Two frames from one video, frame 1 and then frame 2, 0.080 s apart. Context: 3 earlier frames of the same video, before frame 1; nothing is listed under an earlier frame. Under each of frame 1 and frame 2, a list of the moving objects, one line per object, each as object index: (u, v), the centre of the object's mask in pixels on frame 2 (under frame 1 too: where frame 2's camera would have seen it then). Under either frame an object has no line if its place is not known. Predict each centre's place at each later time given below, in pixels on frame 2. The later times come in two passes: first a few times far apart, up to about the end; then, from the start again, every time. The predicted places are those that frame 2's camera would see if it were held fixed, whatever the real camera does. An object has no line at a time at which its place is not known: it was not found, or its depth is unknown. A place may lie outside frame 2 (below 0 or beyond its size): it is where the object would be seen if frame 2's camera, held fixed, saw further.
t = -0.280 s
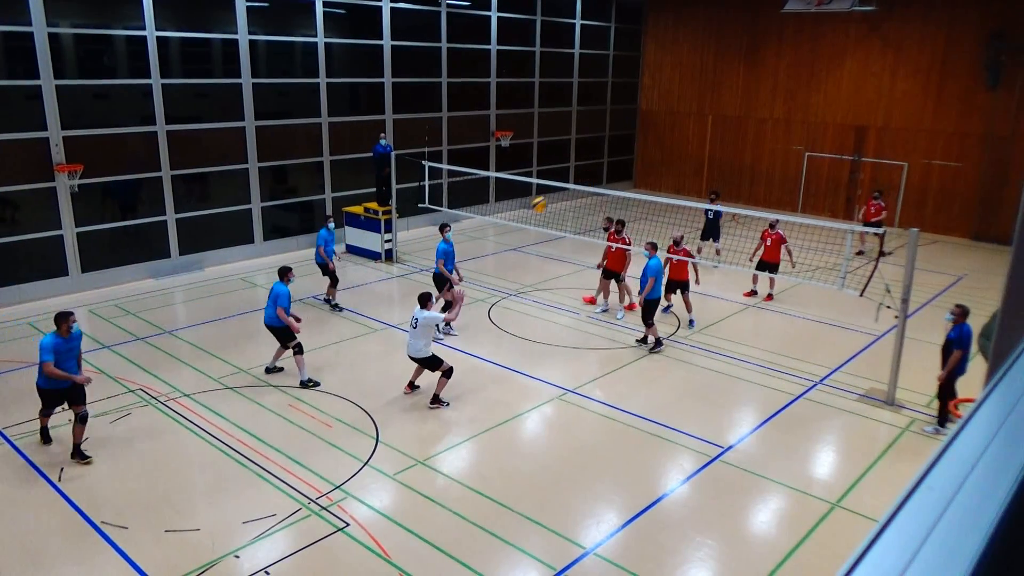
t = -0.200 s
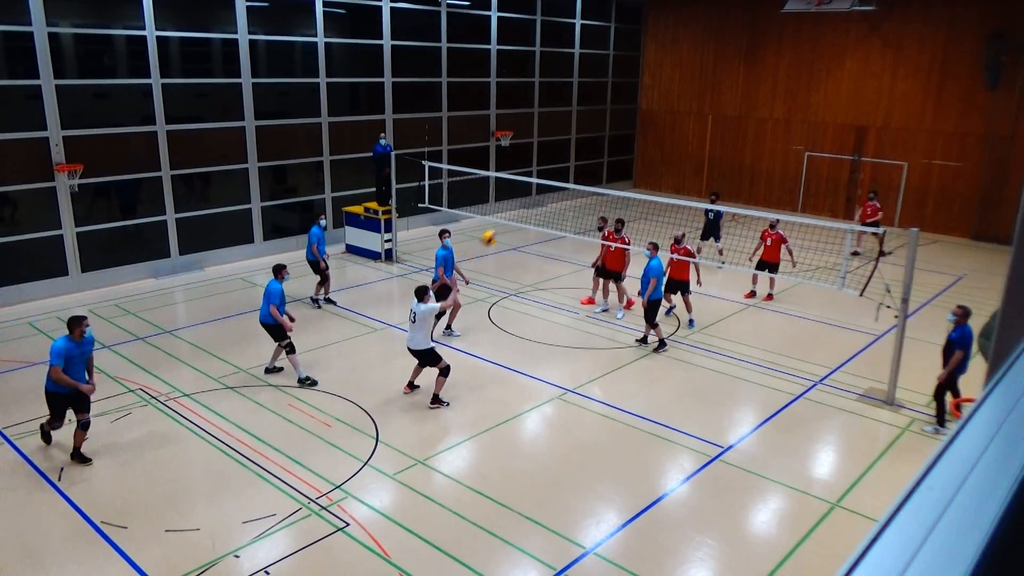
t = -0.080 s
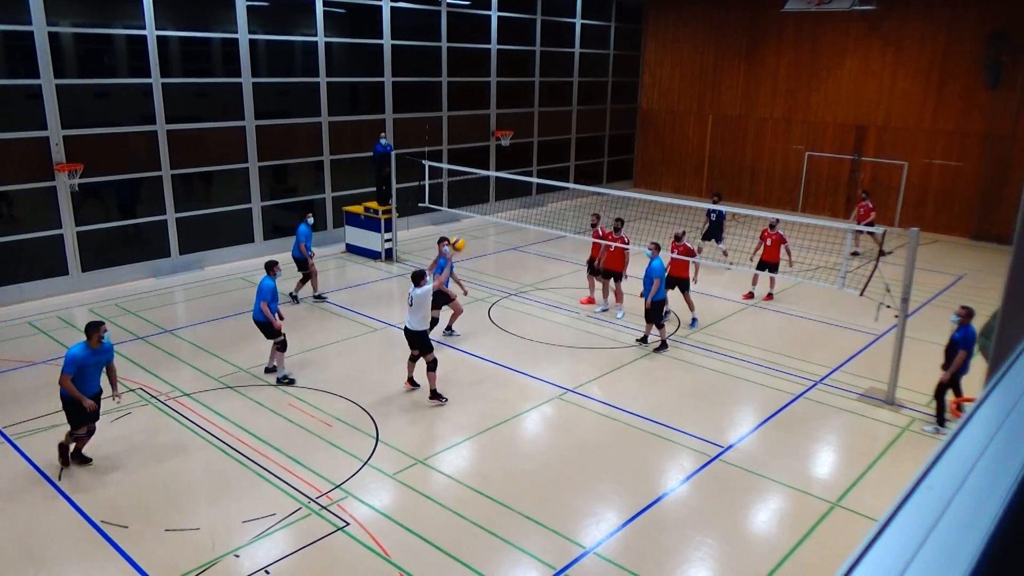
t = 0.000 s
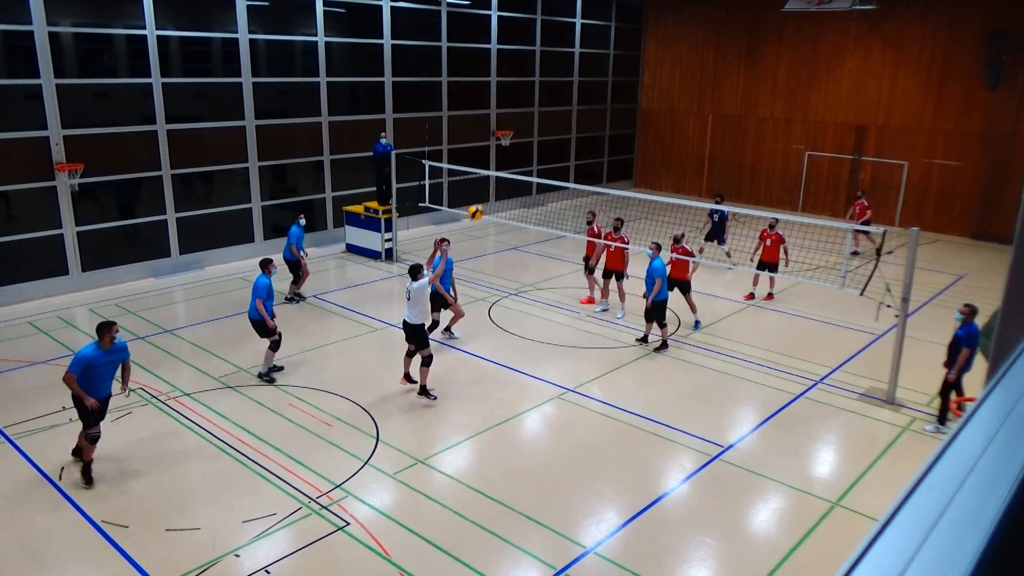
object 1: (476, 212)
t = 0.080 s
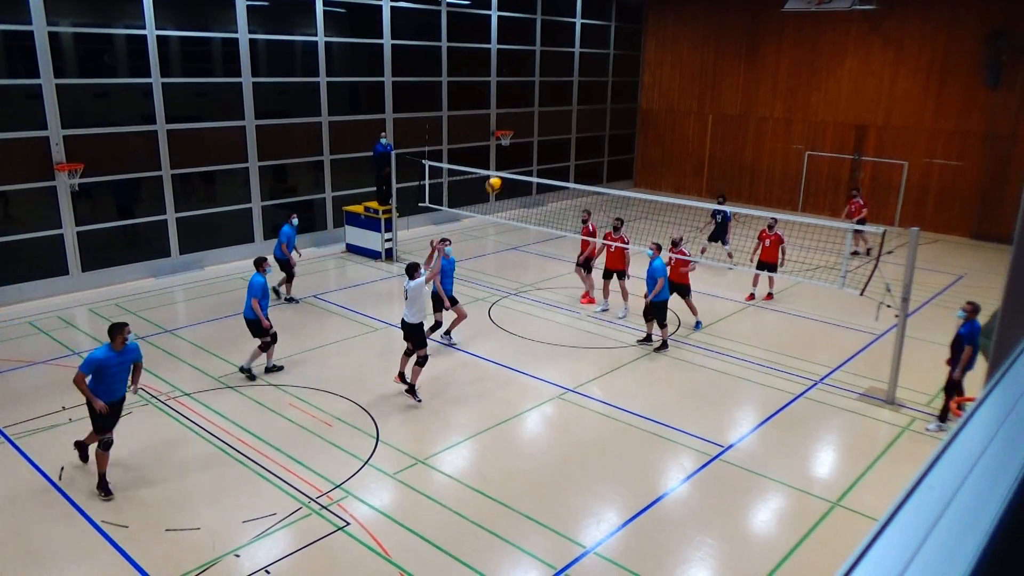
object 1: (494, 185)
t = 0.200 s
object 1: (521, 152)
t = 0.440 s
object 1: (572, 118)
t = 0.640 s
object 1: (613, 123)
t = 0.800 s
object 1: (643, 148)
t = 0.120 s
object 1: (503, 173)
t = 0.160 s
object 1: (512, 162)
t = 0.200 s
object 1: (521, 152)
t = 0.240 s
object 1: (530, 143)
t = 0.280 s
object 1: (538, 136)
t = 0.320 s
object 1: (547, 130)
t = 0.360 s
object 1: (555, 125)
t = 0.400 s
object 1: (564, 121)
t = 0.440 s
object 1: (572, 118)
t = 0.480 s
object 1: (580, 117)
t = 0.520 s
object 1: (588, 117)
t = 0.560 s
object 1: (597, 118)
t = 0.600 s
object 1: (605, 120)
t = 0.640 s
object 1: (613, 123)
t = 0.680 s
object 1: (620, 128)
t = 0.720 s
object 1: (628, 133)
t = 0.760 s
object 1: (636, 140)
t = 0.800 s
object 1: (643, 148)
